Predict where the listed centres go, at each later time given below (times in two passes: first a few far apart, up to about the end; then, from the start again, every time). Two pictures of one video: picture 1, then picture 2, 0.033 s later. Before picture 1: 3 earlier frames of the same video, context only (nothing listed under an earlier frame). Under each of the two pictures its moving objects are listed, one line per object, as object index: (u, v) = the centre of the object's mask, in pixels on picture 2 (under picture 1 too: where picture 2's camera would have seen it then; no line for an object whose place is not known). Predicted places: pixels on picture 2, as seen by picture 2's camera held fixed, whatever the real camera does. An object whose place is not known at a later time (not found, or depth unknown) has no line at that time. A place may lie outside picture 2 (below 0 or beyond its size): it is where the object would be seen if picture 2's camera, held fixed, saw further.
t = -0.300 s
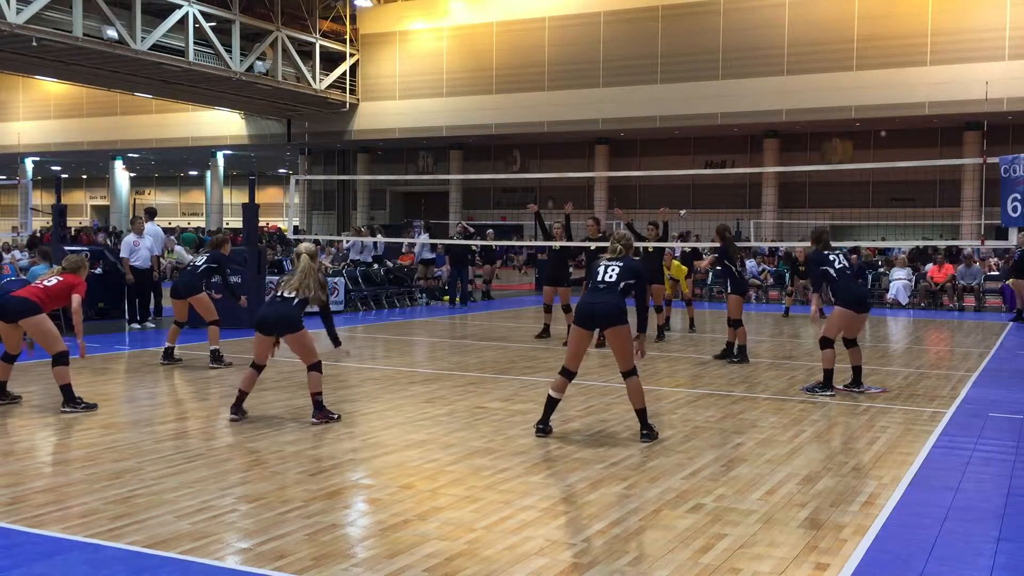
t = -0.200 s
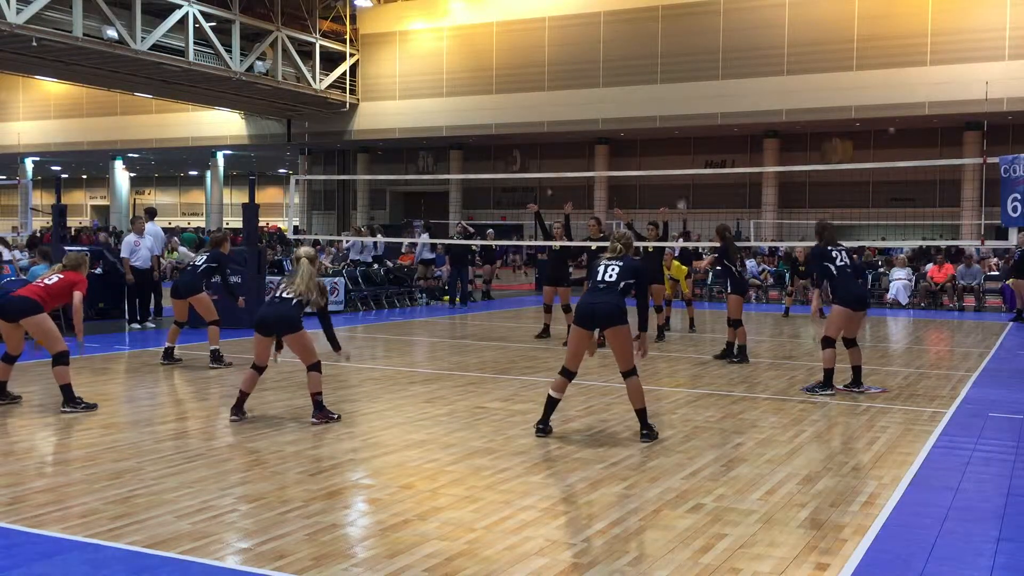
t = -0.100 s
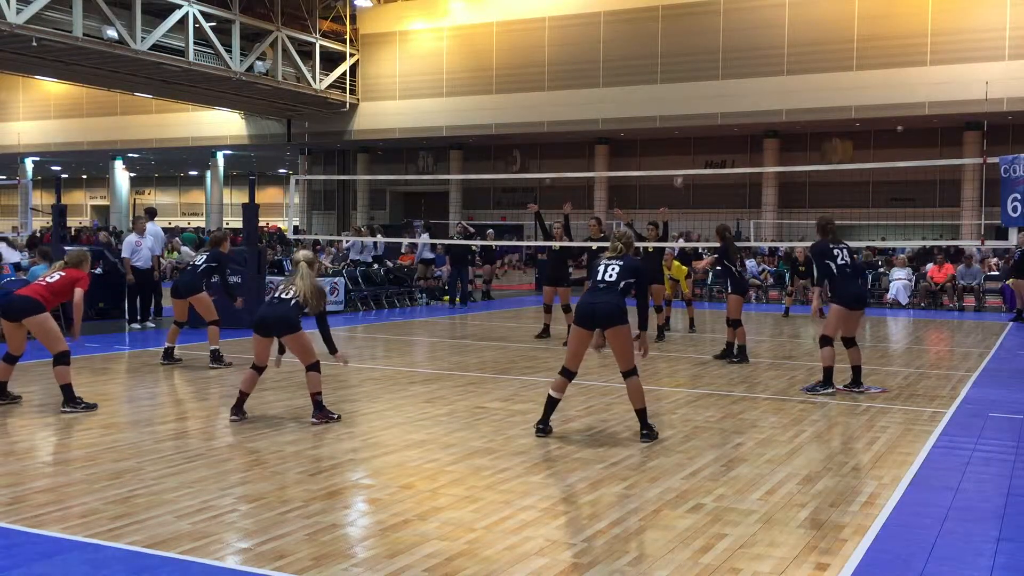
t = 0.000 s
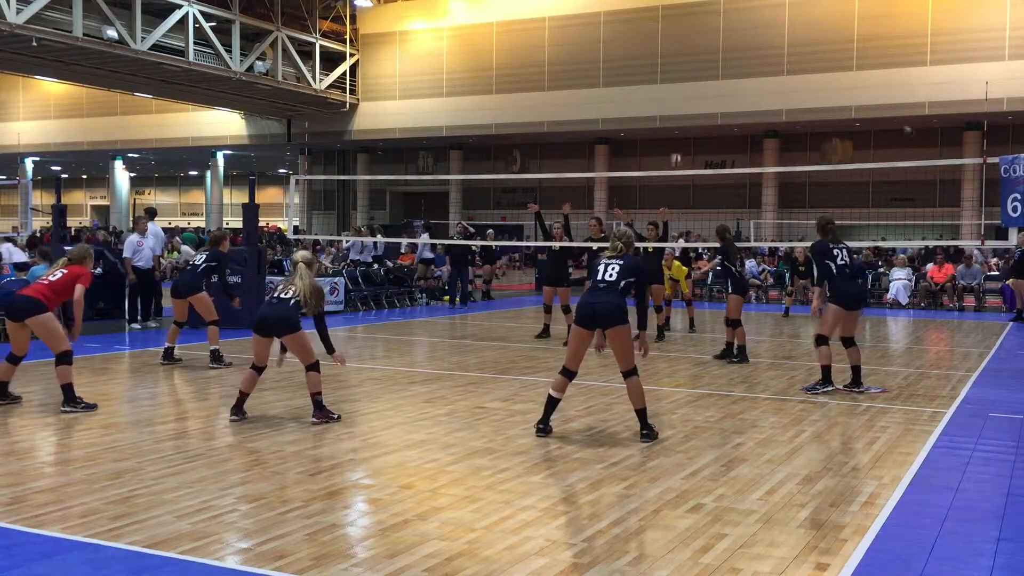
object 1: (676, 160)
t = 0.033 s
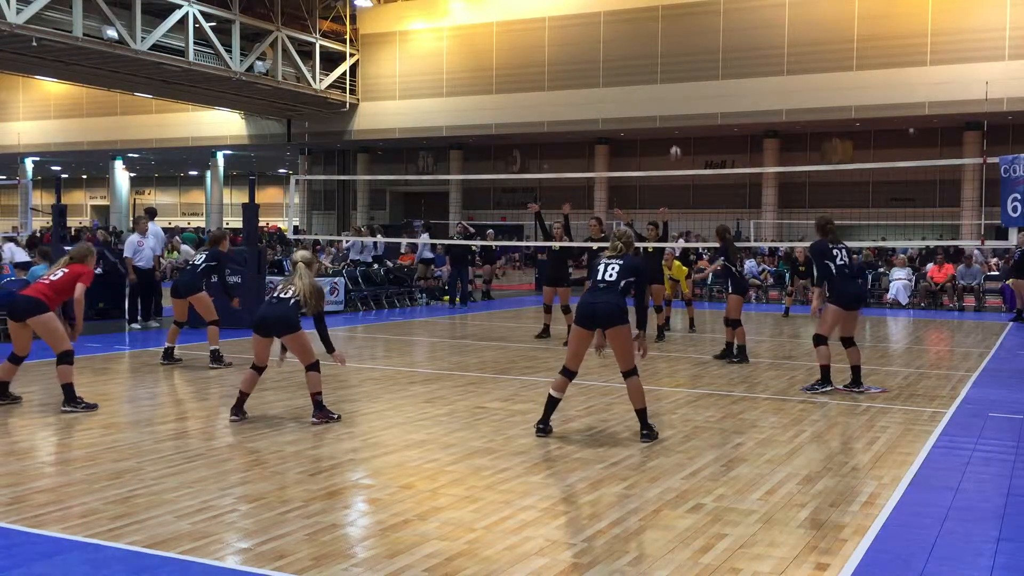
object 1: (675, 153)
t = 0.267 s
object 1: (666, 112)
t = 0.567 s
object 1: (646, 89)
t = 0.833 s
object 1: (619, 133)
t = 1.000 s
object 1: (595, 206)
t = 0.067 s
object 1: (674, 146)
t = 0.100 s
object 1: (673, 139)
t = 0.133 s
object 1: (672, 132)
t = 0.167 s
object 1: (670, 127)
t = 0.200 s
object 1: (670, 121)
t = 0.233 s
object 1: (666, 115)
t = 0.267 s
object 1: (666, 112)
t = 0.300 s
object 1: (664, 106)
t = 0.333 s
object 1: (661, 101)
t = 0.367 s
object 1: (659, 99)
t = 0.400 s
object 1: (656, 94)
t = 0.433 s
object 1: (655, 93)
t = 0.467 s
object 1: (653, 91)
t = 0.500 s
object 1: (650, 89)
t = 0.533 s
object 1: (648, 87)
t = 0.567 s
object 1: (646, 89)
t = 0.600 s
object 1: (643, 90)
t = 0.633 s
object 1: (640, 93)
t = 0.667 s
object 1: (637, 96)
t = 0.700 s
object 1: (634, 99)
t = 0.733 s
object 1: (631, 104)
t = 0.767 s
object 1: (628, 111)
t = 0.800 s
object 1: (623, 122)
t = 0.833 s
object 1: (619, 133)
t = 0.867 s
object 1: (615, 141)
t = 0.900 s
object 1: (612, 154)
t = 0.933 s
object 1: (606, 169)
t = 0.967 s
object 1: (600, 186)
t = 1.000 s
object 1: (595, 206)
